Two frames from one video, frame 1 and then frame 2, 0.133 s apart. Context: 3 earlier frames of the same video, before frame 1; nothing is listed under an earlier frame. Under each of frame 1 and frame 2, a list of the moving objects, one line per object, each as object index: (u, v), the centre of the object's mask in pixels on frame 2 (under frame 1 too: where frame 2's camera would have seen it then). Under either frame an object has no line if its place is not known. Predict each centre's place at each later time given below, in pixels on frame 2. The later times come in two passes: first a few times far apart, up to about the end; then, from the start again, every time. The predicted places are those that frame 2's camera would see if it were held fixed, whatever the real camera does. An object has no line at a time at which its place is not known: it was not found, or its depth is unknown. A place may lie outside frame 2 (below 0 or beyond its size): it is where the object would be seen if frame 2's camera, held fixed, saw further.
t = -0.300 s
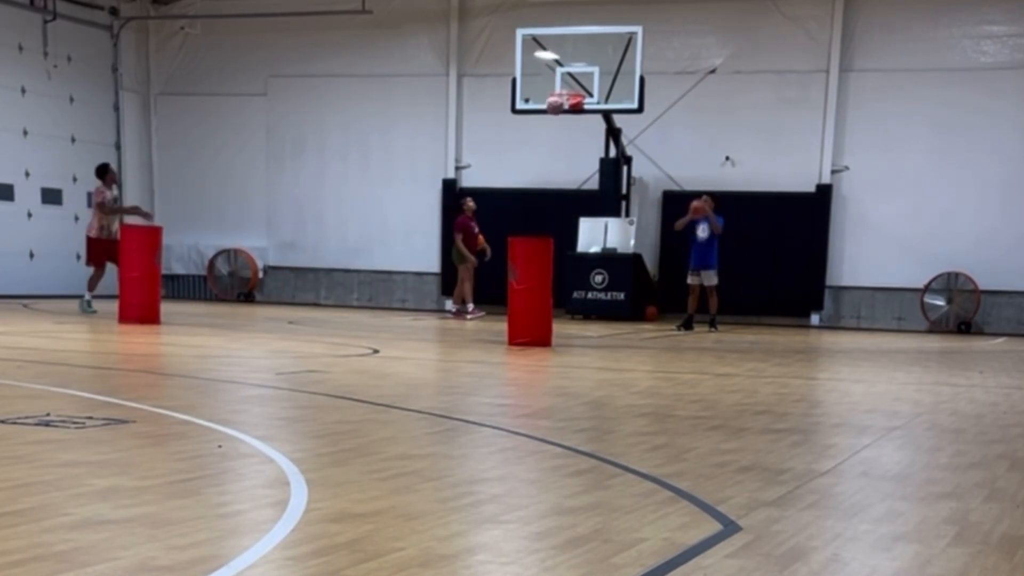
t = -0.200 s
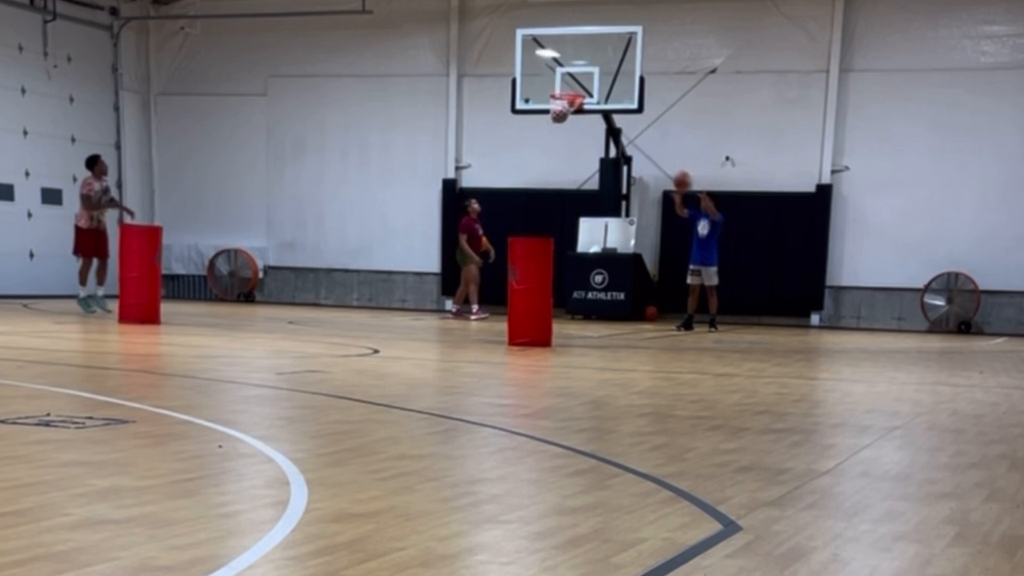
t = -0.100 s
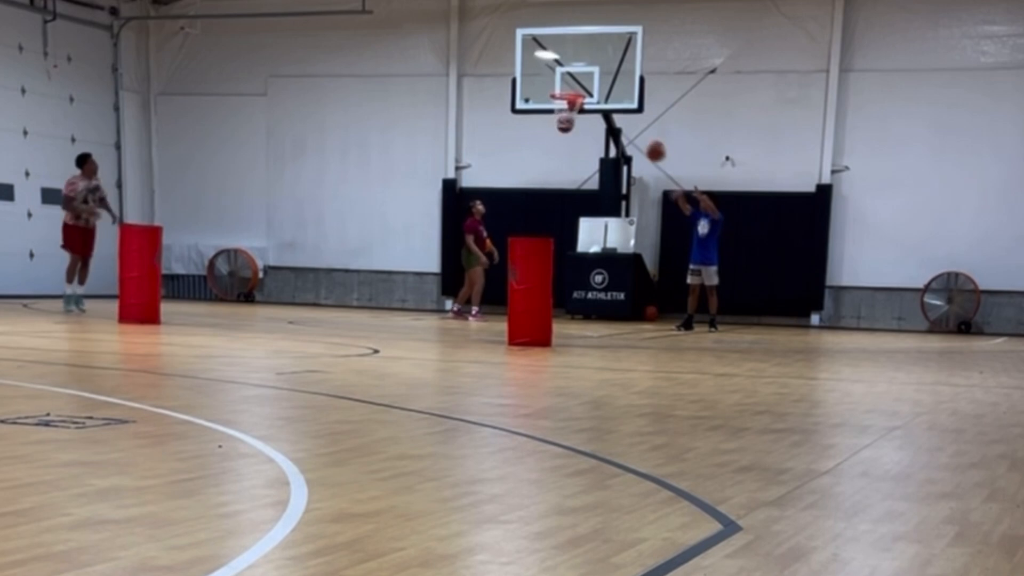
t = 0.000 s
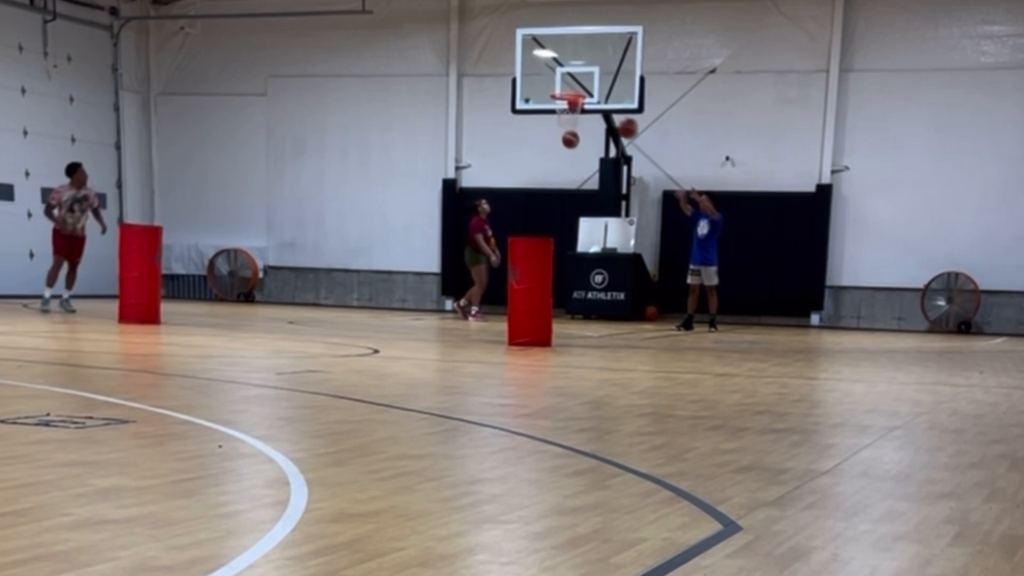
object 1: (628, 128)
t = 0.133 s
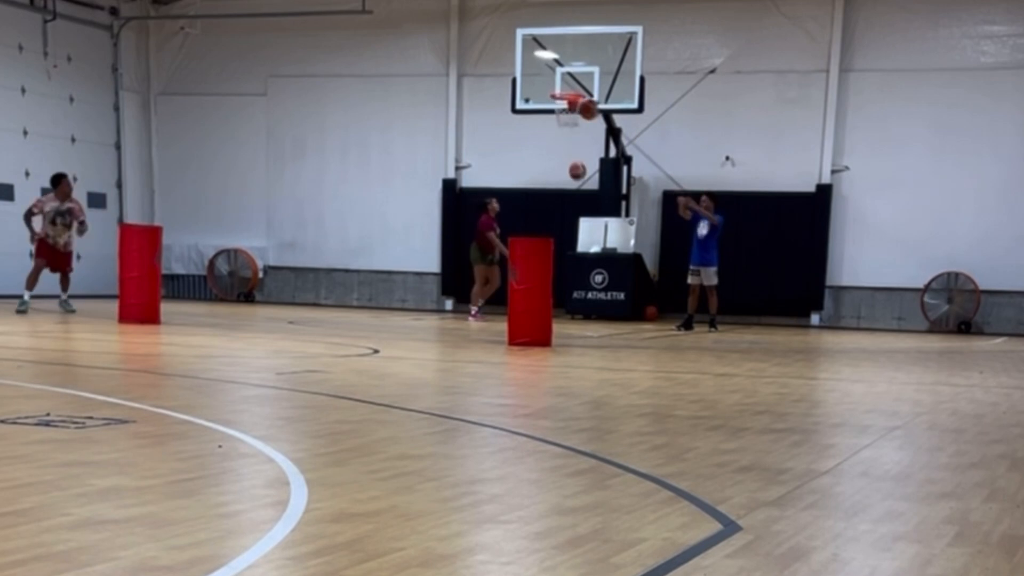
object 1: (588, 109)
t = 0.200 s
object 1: (566, 104)
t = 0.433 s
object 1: (489, 119)
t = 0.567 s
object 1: (442, 151)
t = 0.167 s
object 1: (578, 106)
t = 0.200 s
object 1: (566, 104)
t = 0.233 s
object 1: (556, 104)
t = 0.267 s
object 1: (545, 102)
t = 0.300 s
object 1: (535, 103)
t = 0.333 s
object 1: (523, 107)
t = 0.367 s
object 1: (511, 109)
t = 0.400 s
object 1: (501, 114)
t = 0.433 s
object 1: (489, 119)
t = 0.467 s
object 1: (478, 125)
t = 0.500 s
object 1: (465, 131)
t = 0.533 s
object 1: (453, 142)
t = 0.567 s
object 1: (442, 151)
